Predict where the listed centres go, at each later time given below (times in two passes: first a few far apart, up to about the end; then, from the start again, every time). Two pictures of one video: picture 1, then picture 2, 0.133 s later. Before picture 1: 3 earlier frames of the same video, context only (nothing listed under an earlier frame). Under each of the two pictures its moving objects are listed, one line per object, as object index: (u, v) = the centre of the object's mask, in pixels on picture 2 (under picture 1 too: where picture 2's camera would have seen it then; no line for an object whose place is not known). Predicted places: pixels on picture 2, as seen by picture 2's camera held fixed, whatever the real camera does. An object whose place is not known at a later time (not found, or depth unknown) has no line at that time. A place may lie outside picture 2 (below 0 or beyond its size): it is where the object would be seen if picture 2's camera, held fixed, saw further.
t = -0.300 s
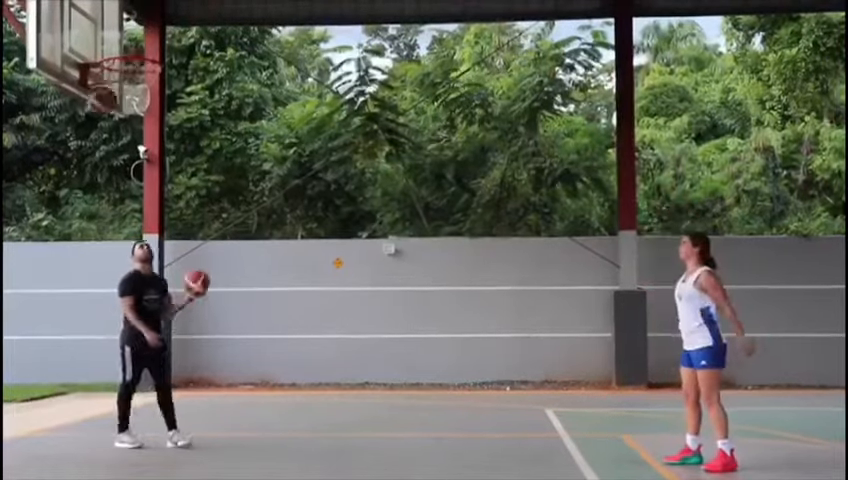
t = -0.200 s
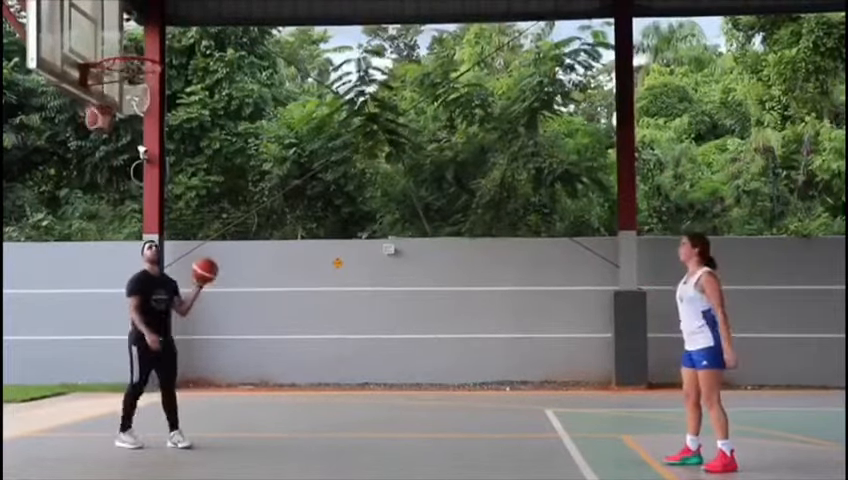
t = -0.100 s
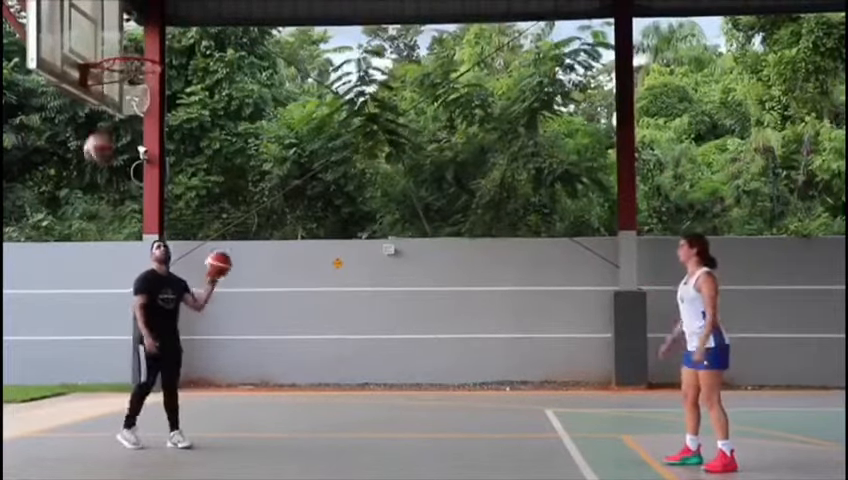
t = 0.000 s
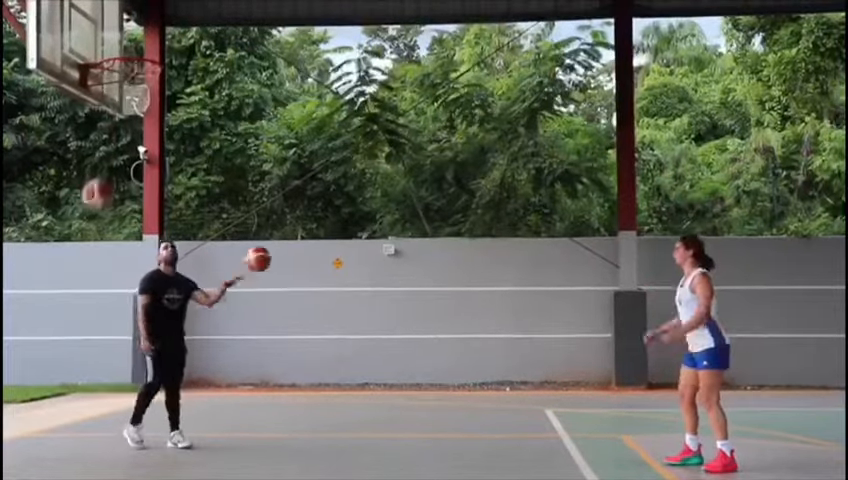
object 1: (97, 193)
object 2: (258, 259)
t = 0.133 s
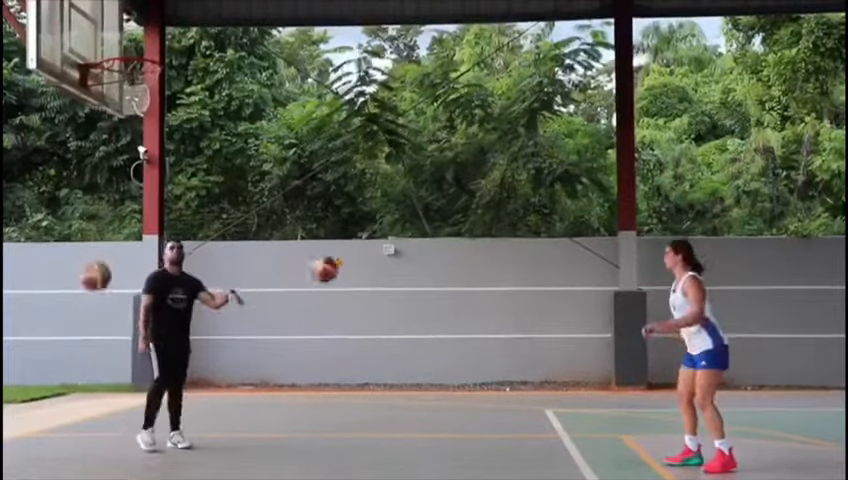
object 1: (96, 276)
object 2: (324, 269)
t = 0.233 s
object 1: (93, 355)
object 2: (376, 291)
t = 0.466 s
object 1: (112, 382)
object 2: (505, 392)
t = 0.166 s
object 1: (94, 301)
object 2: (341, 275)
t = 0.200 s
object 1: (94, 327)
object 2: (359, 282)
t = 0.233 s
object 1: (93, 355)
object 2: (376, 291)
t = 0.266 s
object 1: (91, 383)
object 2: (394, 300)
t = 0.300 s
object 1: (89, 414)
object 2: (412, 312)
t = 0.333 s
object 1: (88, 447)
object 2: (430, 324)
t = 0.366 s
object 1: (91, 449)
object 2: (447, 339)
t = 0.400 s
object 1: (99, 425)
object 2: (466, 355)
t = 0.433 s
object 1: (105, 403)
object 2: (485, 373)
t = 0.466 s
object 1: (112, 382)
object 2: (505, 392)
